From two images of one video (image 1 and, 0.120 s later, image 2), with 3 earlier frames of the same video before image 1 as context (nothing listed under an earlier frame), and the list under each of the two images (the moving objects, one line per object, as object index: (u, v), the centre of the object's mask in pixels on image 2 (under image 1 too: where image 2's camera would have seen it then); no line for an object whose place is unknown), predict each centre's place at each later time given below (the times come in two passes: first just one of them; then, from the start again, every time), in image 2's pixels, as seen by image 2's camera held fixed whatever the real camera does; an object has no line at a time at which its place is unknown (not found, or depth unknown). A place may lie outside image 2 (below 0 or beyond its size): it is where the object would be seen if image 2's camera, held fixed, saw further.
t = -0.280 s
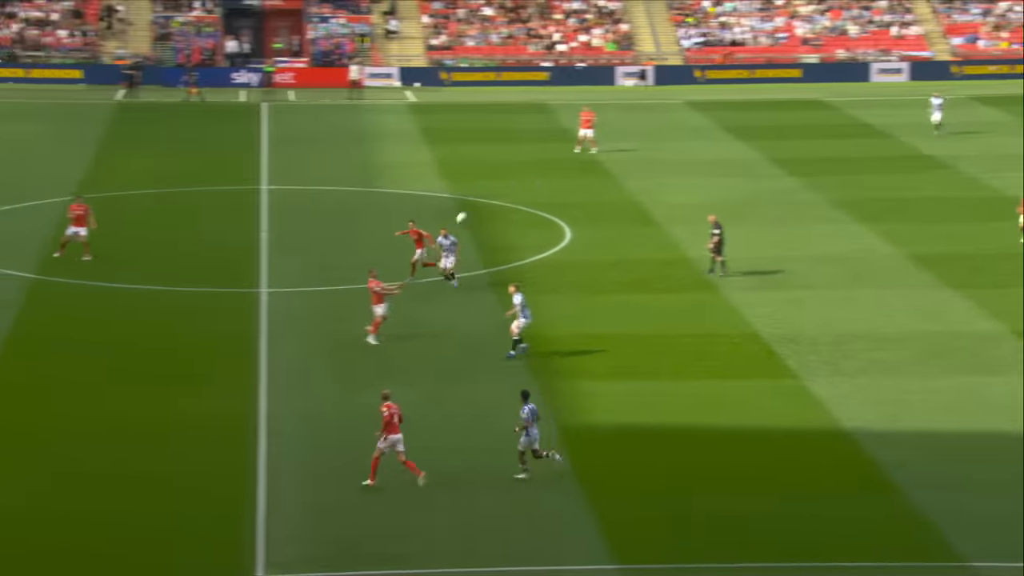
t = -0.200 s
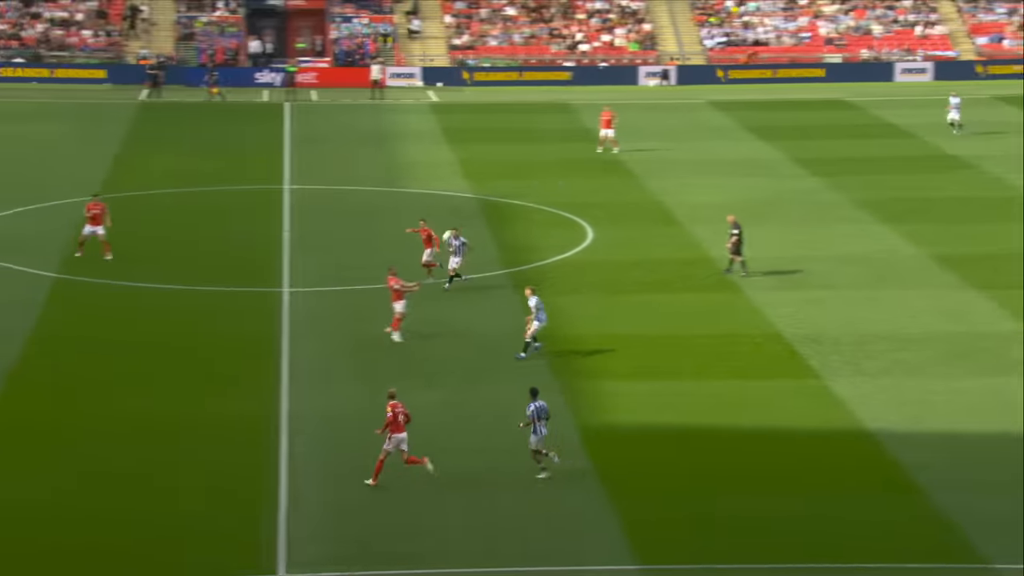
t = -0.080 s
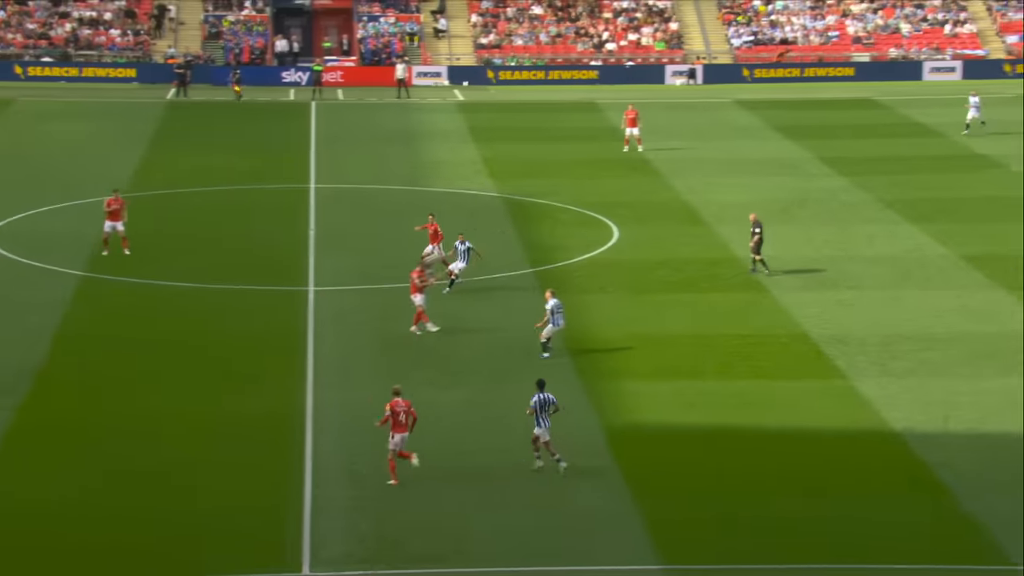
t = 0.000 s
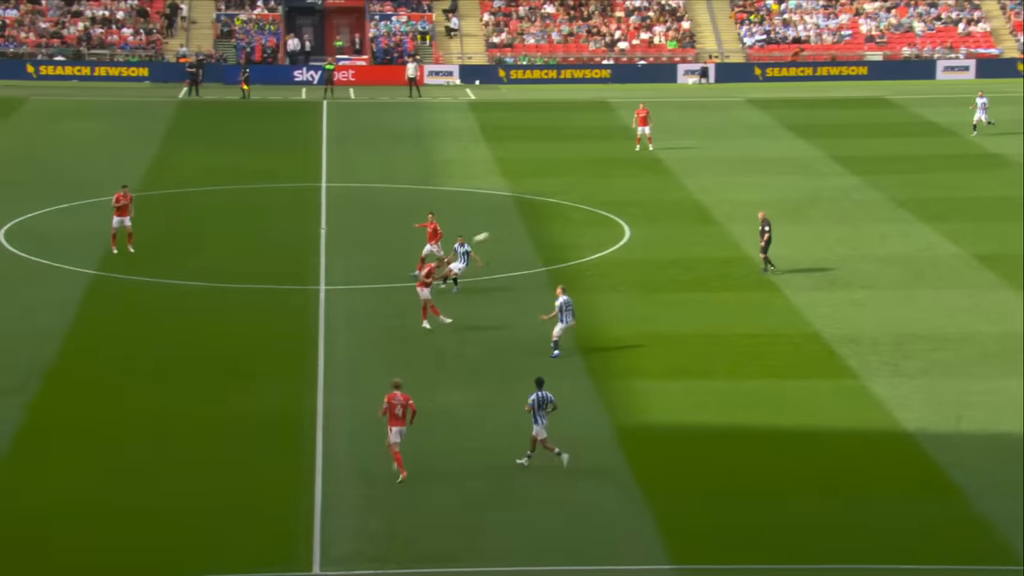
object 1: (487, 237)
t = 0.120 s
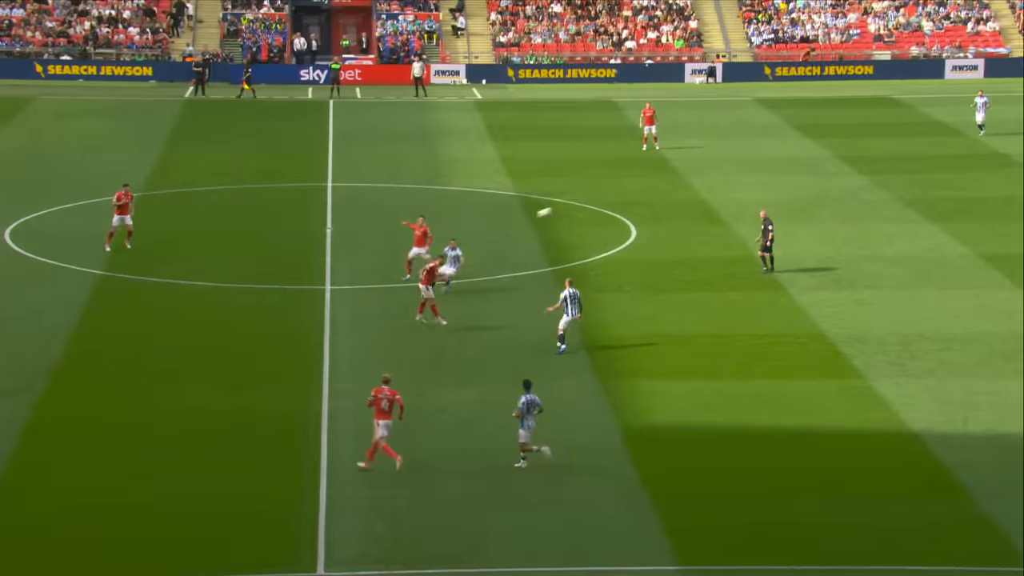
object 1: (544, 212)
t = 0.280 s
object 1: (617, 189)
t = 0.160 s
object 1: (562, 205)
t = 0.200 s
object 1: (581, 199)
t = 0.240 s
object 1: (598, 194)
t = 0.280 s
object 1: (617, 189)
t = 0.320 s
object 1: (635, 185)
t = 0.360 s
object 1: (653, 181)
